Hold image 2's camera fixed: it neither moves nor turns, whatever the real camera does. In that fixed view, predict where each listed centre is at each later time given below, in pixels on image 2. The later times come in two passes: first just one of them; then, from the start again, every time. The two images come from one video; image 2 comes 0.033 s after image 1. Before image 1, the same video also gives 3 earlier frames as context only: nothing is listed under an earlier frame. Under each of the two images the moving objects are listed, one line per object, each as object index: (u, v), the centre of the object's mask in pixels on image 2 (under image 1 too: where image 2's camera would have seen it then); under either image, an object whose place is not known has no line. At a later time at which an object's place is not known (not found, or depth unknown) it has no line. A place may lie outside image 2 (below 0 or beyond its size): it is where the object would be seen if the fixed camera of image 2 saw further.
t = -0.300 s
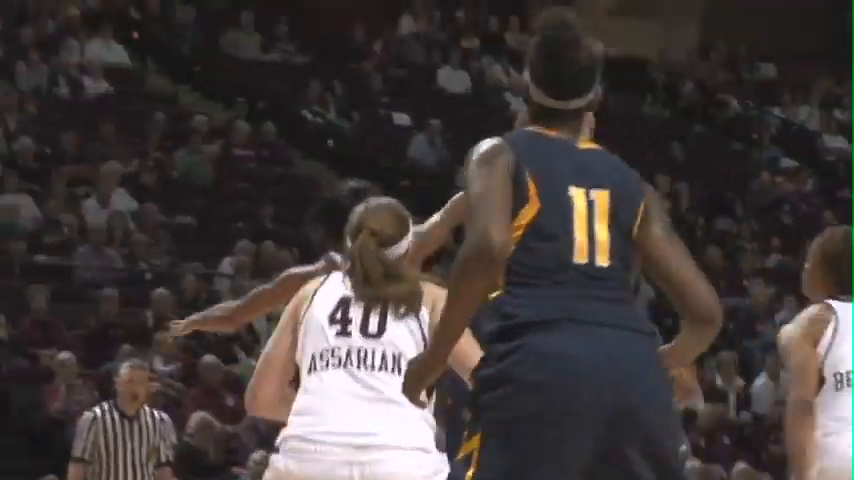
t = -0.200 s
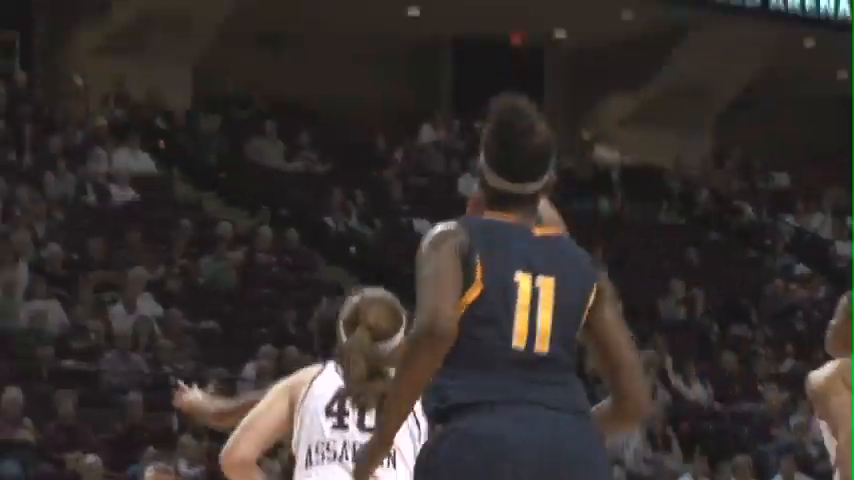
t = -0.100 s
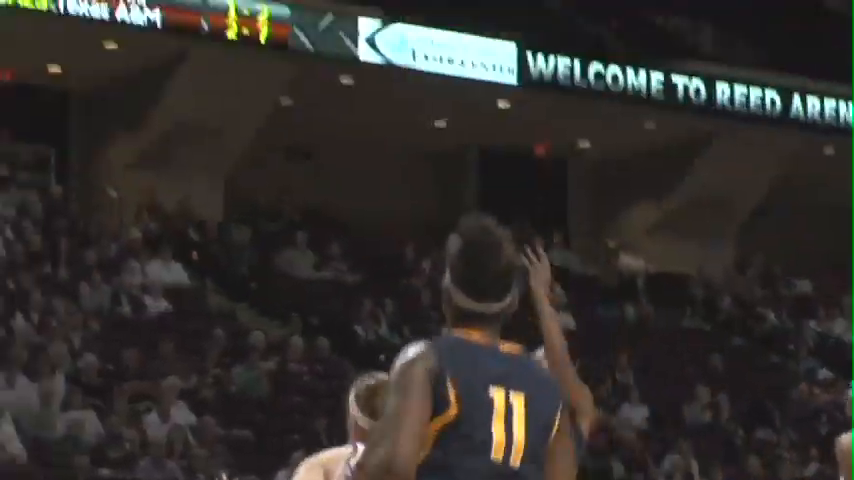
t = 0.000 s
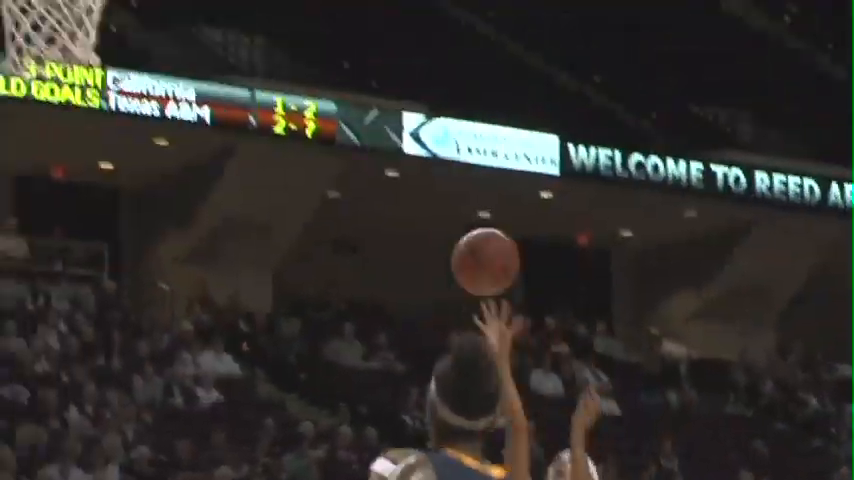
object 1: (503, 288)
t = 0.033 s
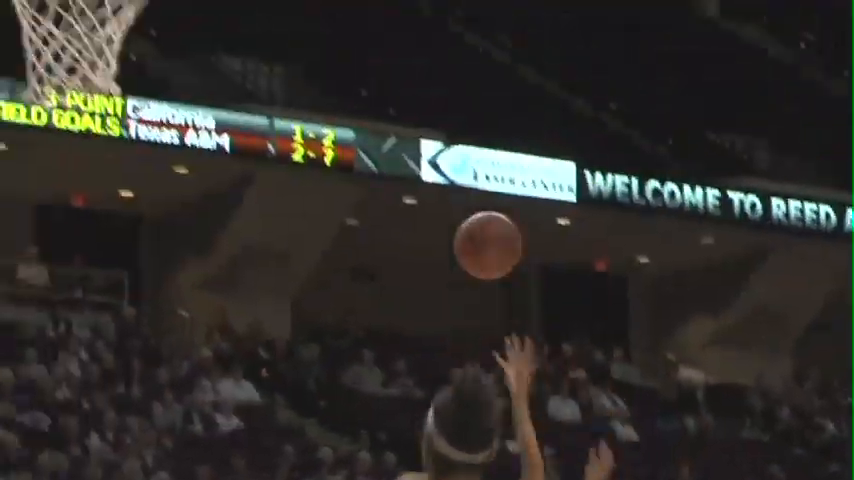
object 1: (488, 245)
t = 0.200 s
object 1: (414, 61)
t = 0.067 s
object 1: (474, 206)
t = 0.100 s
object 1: (459, 165)
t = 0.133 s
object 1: (445, 126)
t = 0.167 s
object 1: (429, 96)
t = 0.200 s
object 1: (414, 61)
